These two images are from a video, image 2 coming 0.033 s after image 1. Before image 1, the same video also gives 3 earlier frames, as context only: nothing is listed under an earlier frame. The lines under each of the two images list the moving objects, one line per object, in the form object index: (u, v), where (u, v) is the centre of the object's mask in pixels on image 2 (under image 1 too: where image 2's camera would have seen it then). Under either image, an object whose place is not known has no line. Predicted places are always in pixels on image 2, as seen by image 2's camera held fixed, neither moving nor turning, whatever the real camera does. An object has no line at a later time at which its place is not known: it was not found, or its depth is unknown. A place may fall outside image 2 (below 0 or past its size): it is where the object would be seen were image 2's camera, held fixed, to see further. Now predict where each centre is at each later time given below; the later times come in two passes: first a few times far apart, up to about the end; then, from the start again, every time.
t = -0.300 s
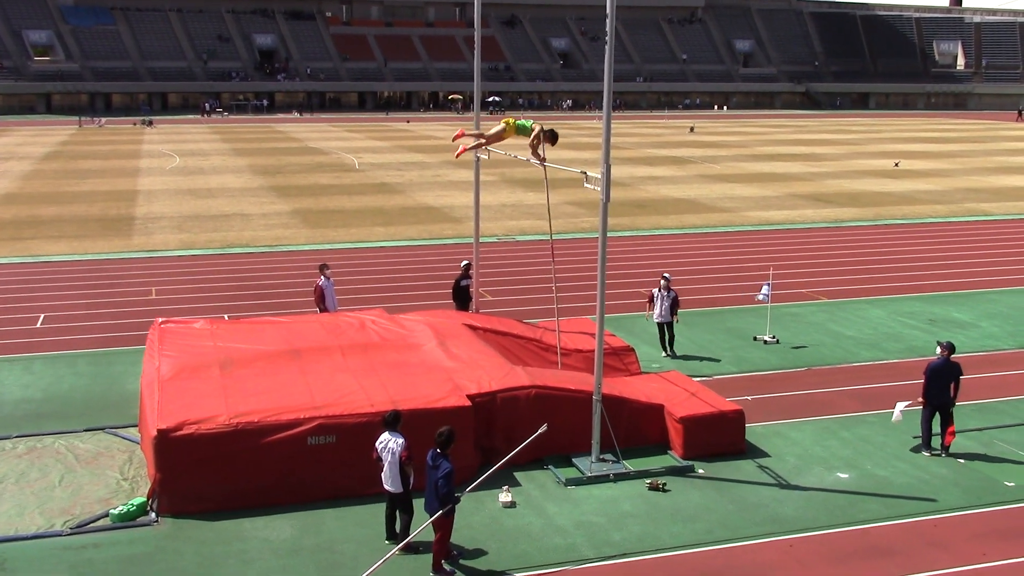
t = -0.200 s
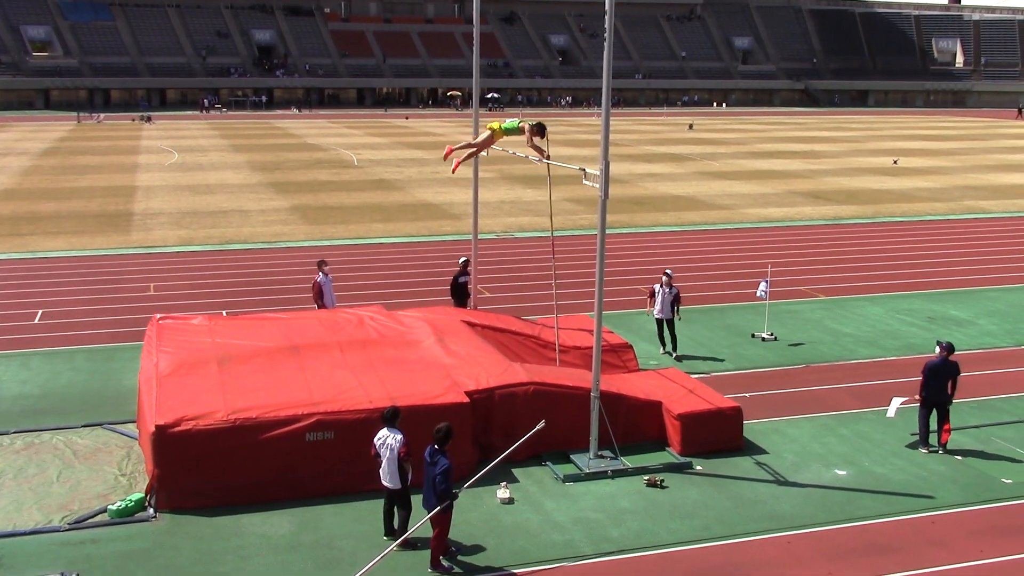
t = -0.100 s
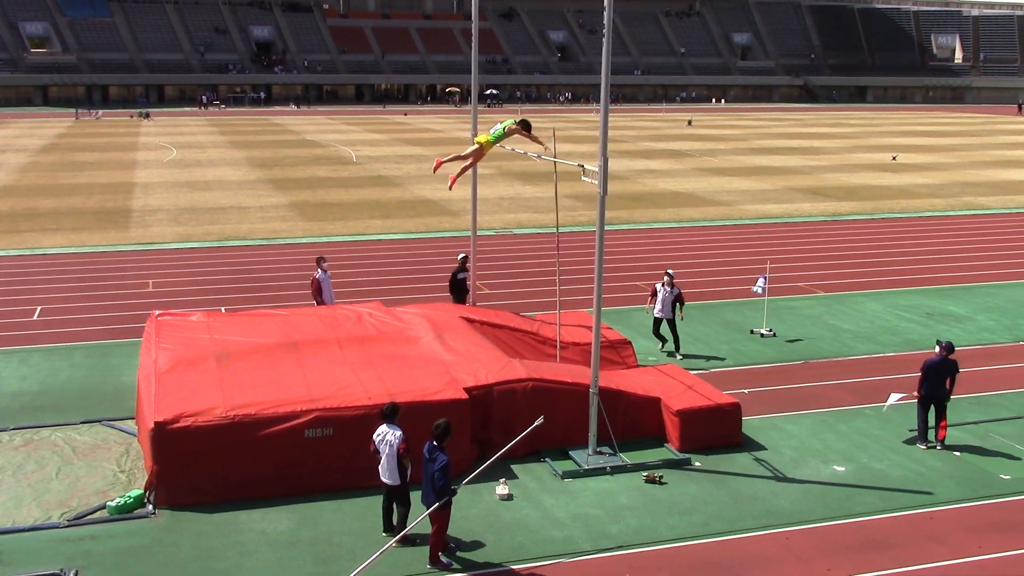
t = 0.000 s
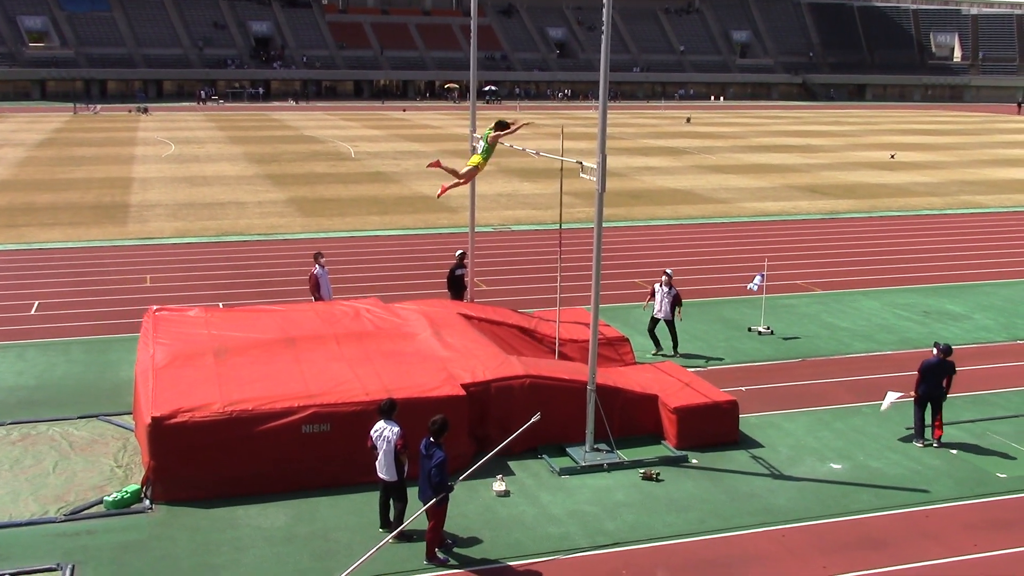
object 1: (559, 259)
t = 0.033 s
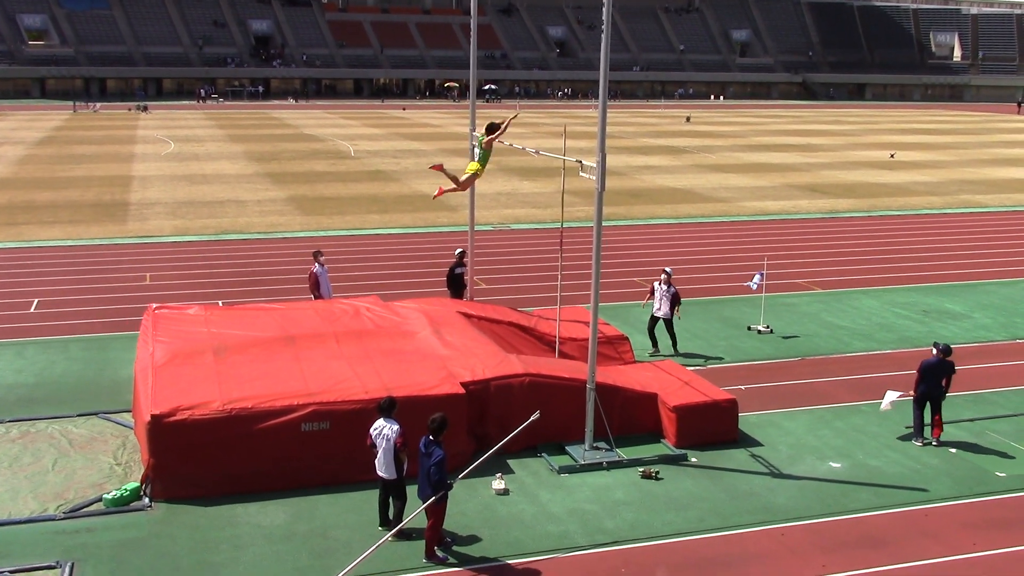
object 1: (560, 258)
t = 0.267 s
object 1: (568, 265)
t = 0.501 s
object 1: (578, 272)
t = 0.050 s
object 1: (561, 260)
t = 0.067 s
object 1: (561, 261)
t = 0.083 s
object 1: (562, 260)
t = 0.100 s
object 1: (563, 260)
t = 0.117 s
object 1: (563, 260)
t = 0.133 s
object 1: (564, 261)
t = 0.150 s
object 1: (565, 261)
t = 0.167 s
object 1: (565, 260)
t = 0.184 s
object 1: (566, 261)
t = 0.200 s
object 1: (566, 261)
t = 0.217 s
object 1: (567, 261)
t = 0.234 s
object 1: (567, 262)
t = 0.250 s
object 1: (568, 262)
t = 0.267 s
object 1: (568, 265)
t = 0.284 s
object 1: (569, 264)
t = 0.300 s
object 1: (570, 265)
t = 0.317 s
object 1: (570, 267)
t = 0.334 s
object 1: (571, 268)
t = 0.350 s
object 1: (572, 267)
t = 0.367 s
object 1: (573, 268)
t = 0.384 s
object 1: (573, 269)
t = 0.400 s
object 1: (574, 269)
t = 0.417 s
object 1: (575, 270)
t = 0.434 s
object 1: (575, 270)
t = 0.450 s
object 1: (576, 270)
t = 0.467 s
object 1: (577, 270)
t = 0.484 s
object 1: (578, 271)
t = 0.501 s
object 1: (578, 272)
